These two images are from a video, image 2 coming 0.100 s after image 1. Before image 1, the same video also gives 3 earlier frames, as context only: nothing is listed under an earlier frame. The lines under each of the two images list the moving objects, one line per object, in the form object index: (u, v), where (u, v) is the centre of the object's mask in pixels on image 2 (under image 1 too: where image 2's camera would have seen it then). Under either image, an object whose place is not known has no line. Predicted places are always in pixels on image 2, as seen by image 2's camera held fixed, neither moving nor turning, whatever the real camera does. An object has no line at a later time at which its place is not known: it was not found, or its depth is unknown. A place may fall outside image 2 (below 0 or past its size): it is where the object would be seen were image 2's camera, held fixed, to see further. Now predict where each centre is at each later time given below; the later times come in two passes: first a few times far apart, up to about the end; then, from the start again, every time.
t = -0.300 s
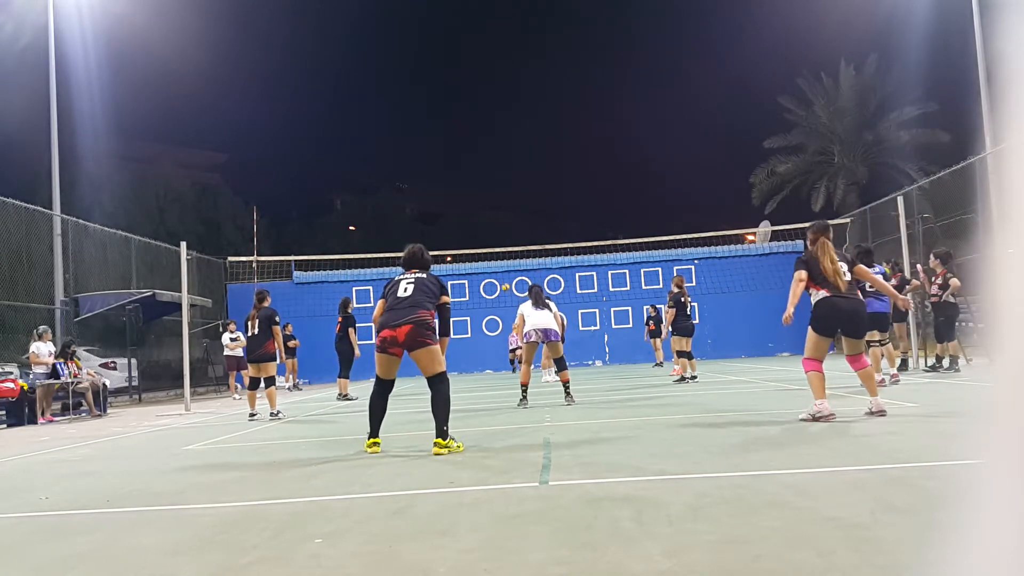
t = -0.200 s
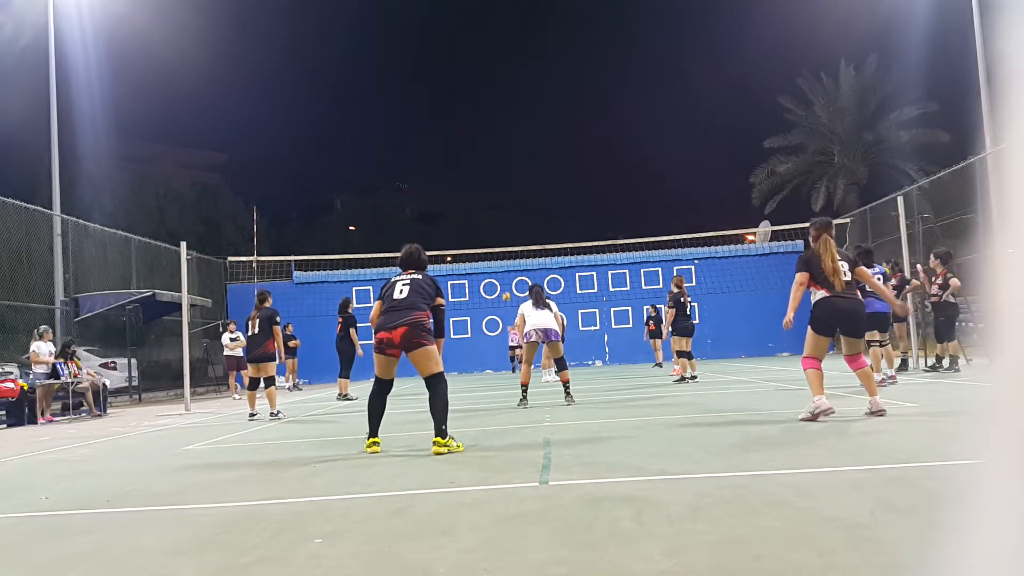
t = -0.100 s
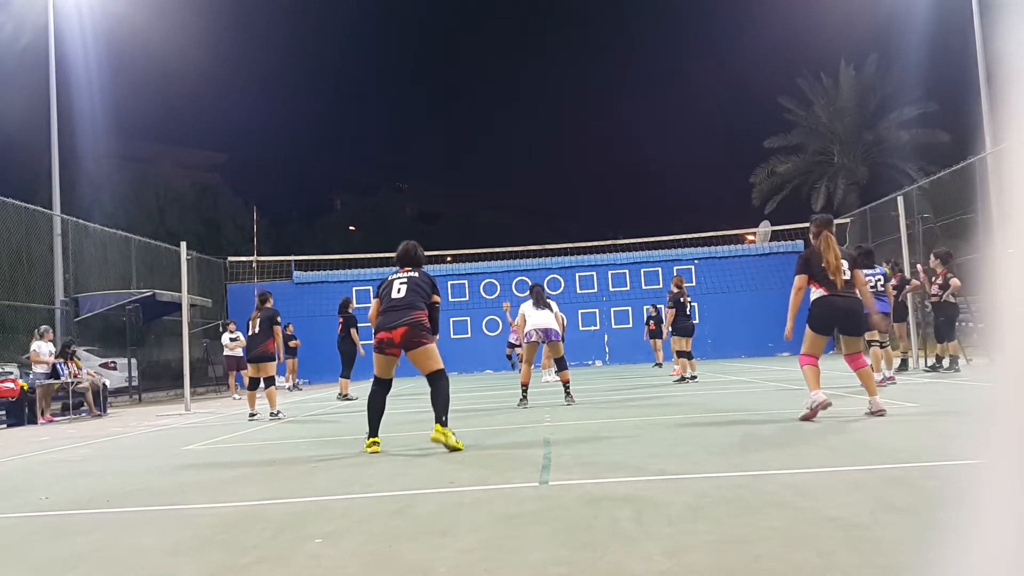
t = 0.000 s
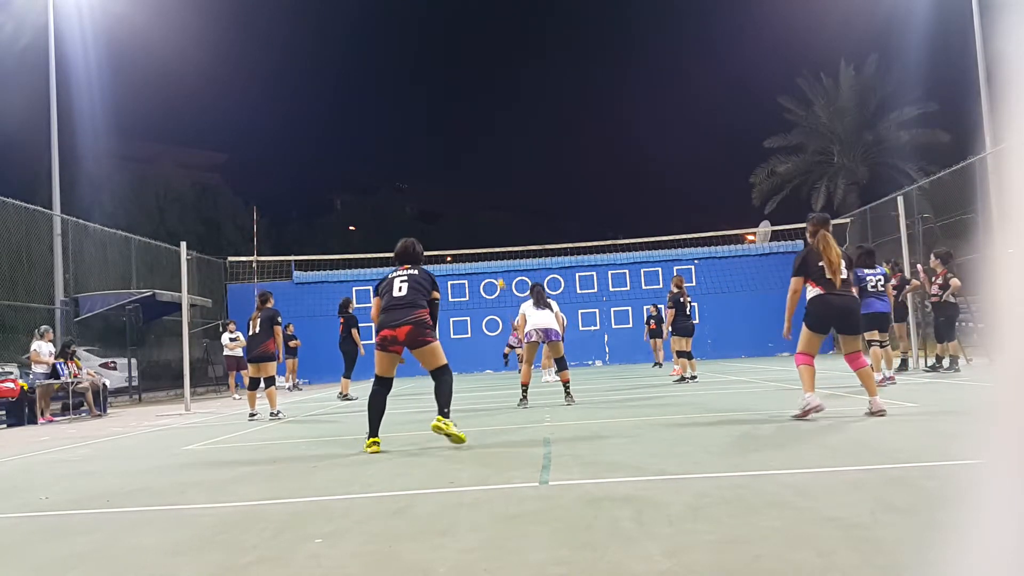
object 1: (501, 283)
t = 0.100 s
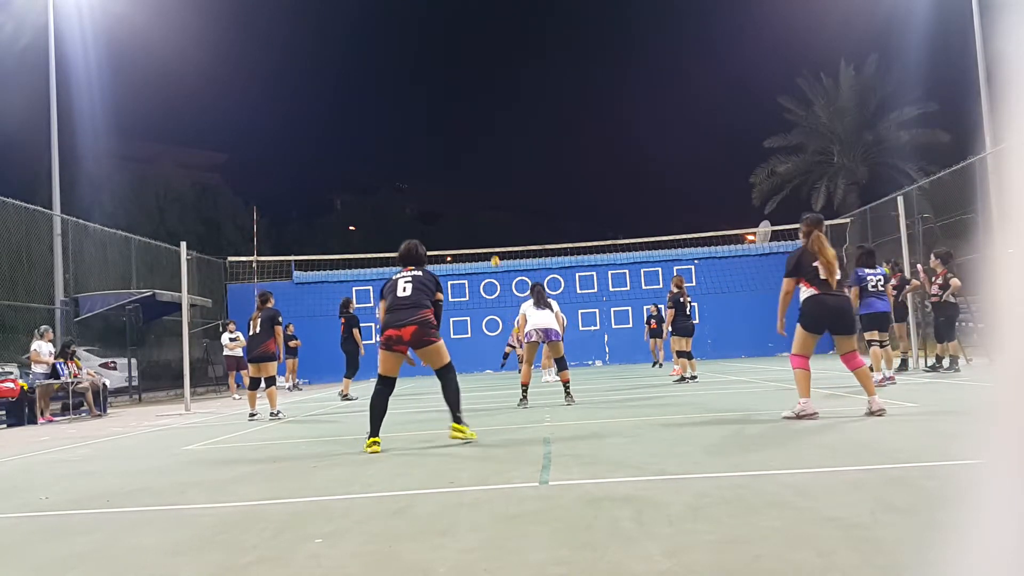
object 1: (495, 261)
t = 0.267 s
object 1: (485, 228)
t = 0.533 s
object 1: (462, 187)
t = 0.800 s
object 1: (426, 173)
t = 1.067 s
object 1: (353, 218)
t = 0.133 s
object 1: (493, 256)
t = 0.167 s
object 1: (491, 247)
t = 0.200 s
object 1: (490, 241)
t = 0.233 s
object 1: (487, 234)
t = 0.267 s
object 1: (485, 228)
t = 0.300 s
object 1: (483, 221)
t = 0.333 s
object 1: (480, 215)
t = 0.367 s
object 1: (478, 210)
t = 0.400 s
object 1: (475, 204)
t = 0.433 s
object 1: (472, 199)
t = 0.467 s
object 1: (469, 195)
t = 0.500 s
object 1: (466, 191)
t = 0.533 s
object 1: (462, 187)
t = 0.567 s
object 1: (459, 183)
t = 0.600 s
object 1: (455, 180)
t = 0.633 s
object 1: (451, 178)
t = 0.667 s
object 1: (447, 176)
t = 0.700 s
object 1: (442, 174)
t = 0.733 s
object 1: (437, 174)
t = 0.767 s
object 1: (431, 173)
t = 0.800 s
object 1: (426, 173)
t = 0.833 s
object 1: (419, 175)
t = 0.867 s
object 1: (412, 178)
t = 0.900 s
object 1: (404, 181)
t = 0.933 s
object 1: (395, 185)
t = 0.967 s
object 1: (386, 191)
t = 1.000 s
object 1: (376, 198)
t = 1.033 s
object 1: (365, 207)
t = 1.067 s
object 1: (353, 218)
